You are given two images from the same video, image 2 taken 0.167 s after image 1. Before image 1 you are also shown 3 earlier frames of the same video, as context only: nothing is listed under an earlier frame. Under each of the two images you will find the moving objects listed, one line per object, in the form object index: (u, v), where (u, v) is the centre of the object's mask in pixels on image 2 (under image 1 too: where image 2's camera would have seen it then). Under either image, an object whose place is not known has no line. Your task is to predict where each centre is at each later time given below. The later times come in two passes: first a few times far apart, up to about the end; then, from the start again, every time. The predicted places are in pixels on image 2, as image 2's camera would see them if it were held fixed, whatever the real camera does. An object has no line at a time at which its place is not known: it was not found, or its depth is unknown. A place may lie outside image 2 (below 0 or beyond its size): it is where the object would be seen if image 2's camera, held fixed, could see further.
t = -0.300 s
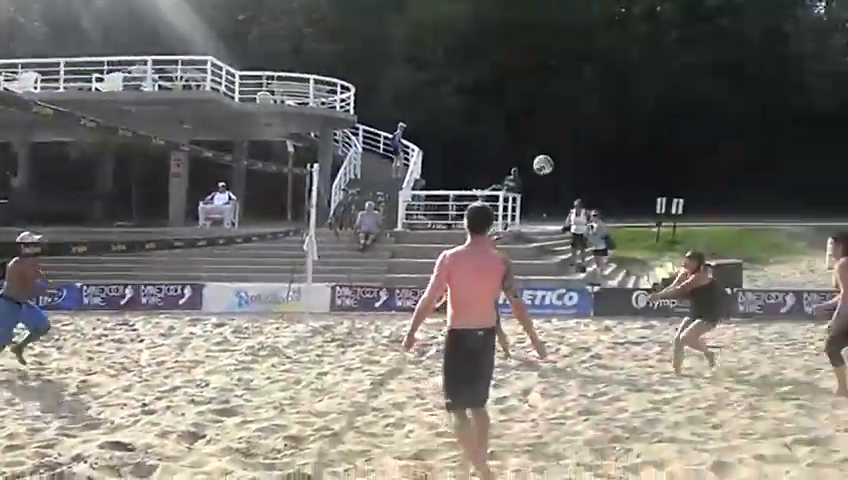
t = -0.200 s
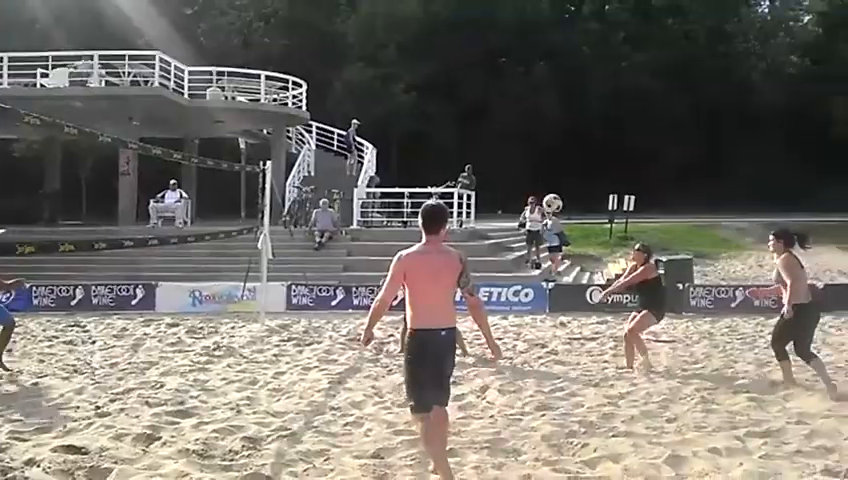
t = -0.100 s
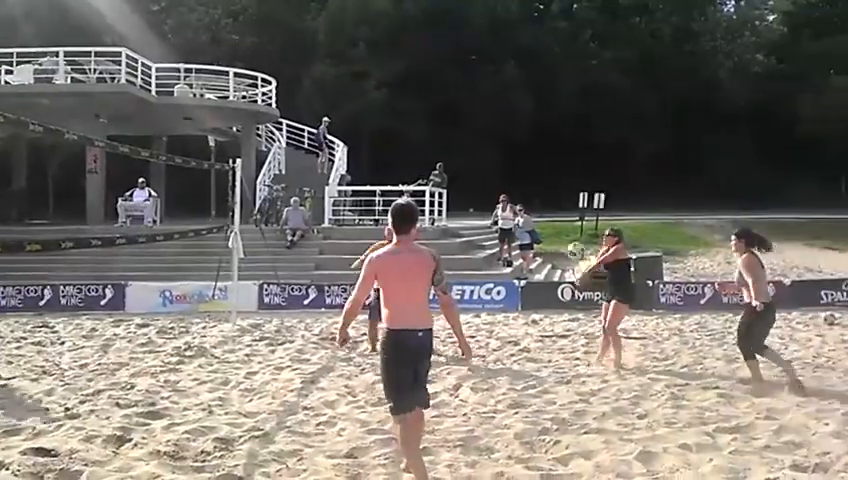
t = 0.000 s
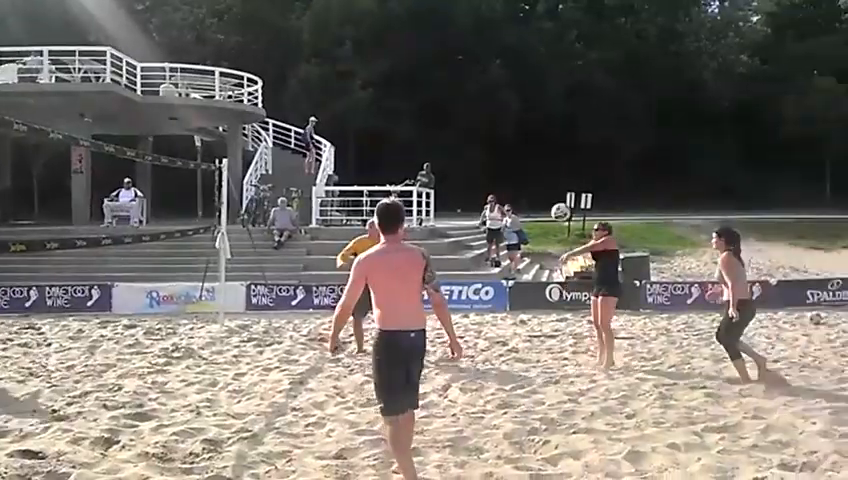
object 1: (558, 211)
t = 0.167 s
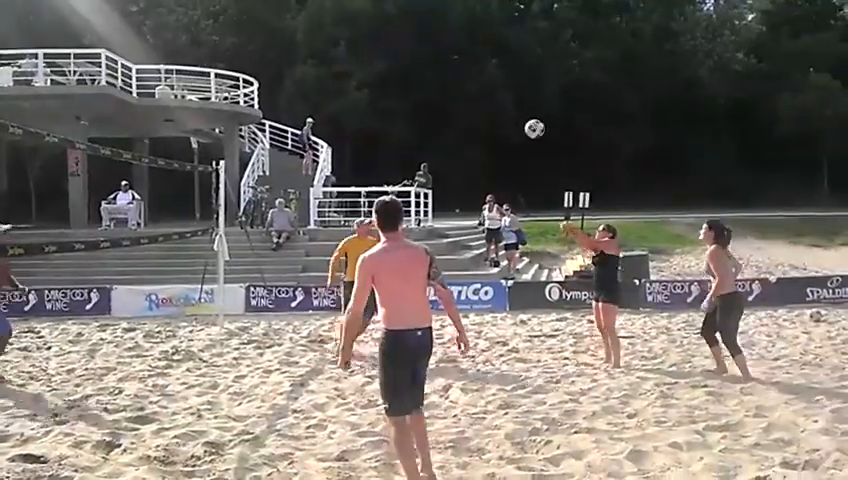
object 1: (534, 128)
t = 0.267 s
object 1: (520, 90)
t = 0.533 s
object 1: (482, 23)
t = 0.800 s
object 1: (444, 17)
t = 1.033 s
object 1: (416, 66)
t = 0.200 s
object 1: (529, 114)
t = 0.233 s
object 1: (525, 101)
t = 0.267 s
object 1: (520, 90)
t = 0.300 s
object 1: (516, 78)
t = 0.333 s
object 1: (511, 67)
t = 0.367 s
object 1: (505, 57)
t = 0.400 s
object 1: (500, 48)
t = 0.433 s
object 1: (496, 40)
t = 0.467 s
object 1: (492, 34)
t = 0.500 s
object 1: (487, 28)
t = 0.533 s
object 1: (482, 23)
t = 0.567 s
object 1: (477, 18)
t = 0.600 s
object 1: (471, 14)
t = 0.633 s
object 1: (466, 12)
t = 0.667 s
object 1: (462, 9)
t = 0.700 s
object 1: (459, 10)
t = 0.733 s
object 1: (454, 13)
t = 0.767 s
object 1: (450, 13)
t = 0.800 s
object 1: (444, 17)
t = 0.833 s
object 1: (440, 21)
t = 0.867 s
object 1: (436, 25)
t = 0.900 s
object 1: (433, 31)
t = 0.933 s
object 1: (429, 39)
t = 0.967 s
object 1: (424, 46)
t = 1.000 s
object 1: (420, 55)
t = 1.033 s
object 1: (416, 66)
